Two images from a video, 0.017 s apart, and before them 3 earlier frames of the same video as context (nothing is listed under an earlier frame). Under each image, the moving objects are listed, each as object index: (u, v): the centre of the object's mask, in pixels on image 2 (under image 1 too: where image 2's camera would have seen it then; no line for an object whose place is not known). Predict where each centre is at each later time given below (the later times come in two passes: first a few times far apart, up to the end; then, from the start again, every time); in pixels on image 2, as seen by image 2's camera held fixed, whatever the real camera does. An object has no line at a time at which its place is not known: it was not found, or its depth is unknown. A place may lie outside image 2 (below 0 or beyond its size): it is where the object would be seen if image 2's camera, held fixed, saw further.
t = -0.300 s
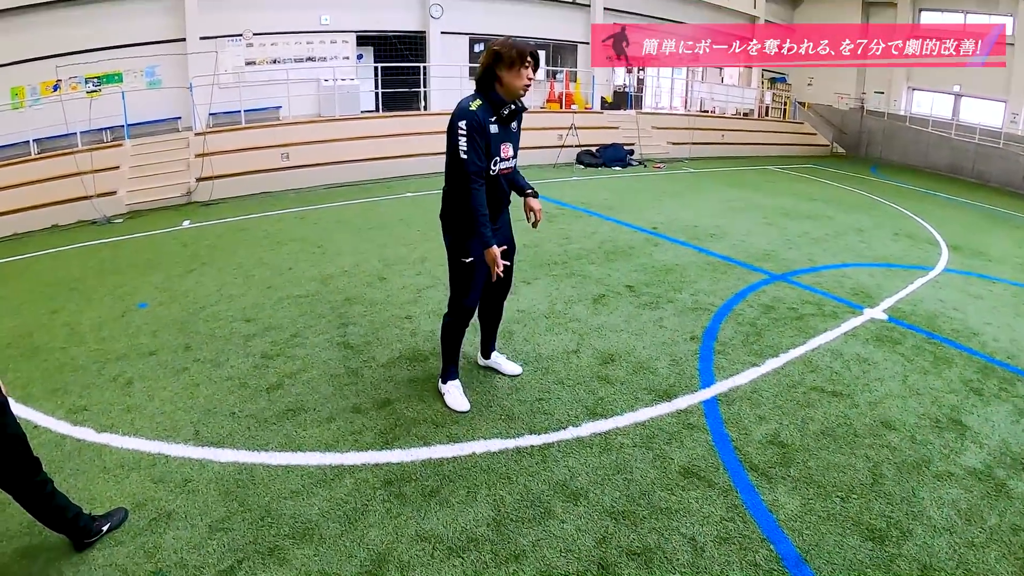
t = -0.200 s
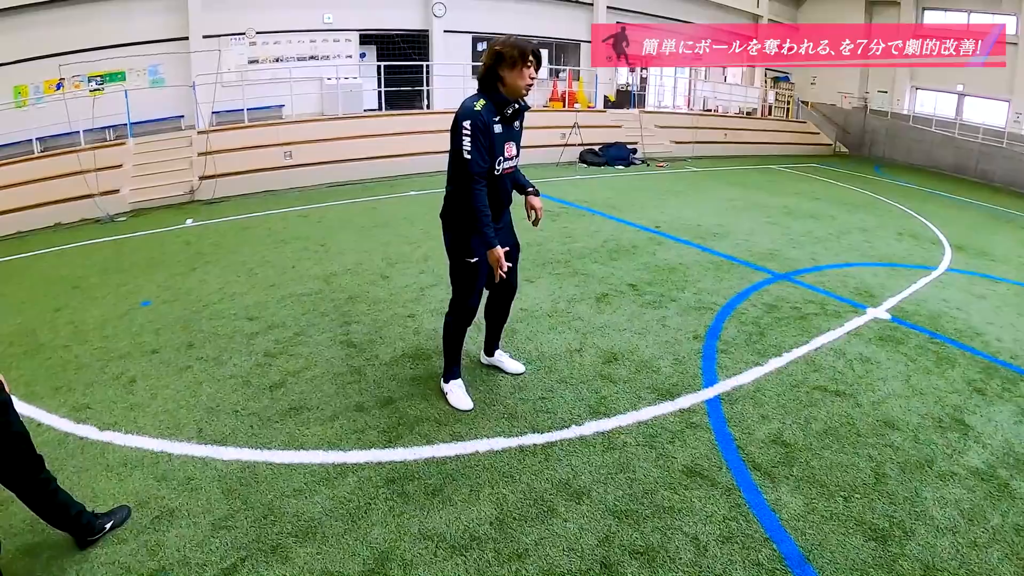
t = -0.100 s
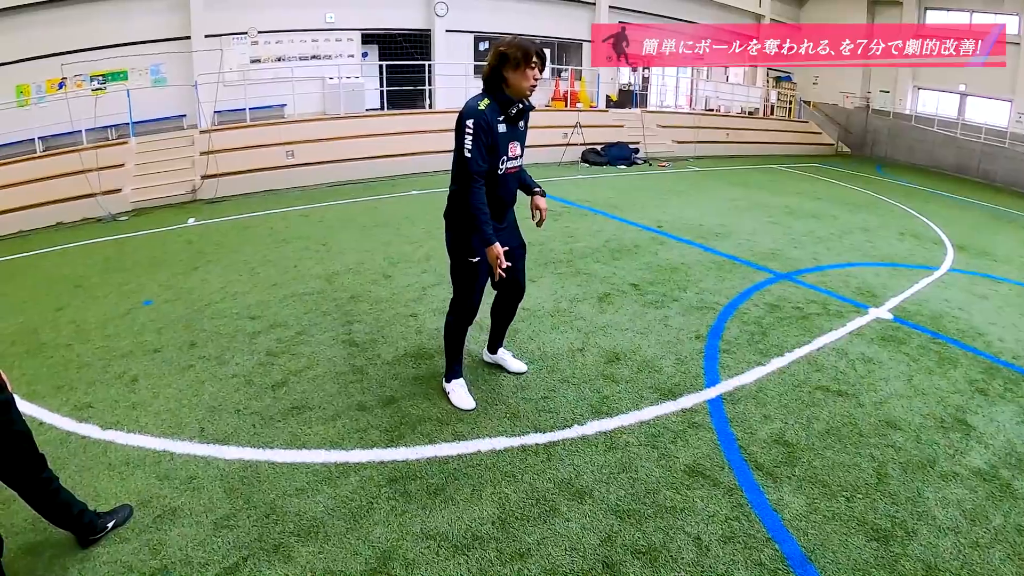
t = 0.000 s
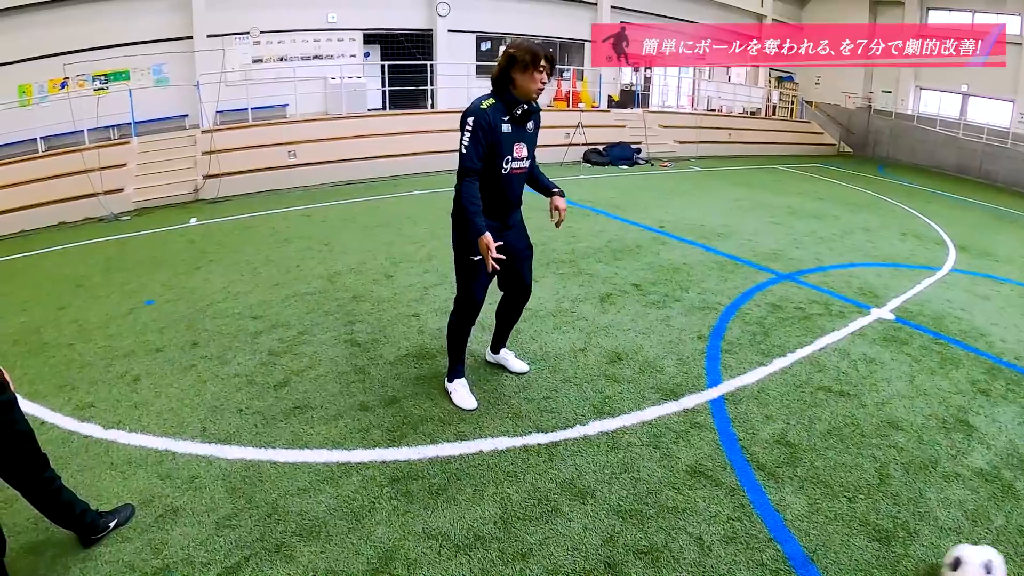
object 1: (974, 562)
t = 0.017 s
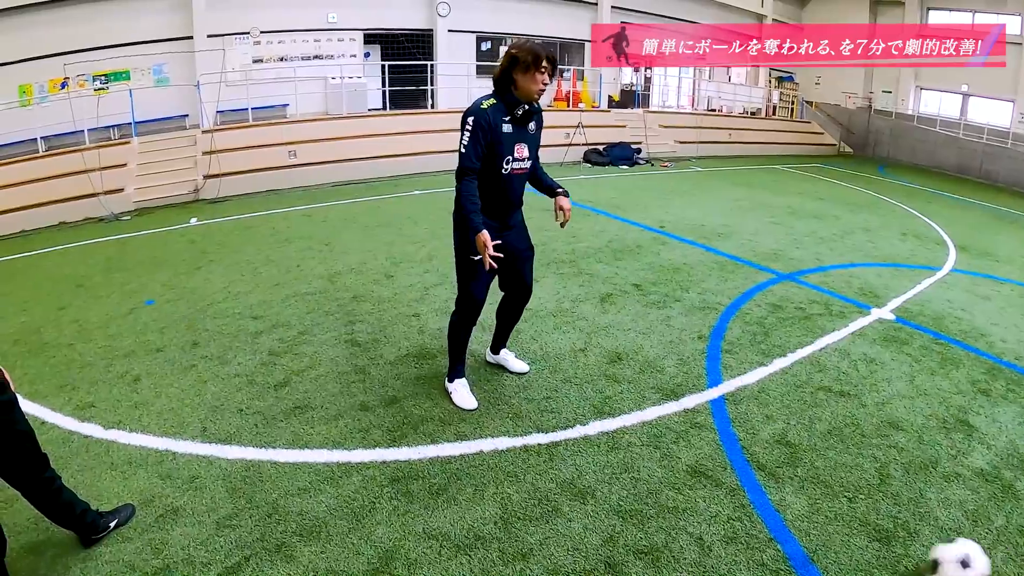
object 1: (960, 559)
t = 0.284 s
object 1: (720, 501)
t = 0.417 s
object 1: (621, 467)
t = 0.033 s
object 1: (942, 557)
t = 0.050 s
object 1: (927, 554)
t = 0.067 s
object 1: (910, 552)
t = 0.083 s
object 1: (893, 550)
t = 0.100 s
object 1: (877, 548)
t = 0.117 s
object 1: (863, 543)
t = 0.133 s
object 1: (847, 539)
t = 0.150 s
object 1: (832, 535)
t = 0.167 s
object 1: (817, 530)
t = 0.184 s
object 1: (803, 525)
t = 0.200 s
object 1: (789, 521)
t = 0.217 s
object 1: (775, 518)
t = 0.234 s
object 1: (760, 513)
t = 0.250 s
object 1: (746, 509)
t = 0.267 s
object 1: (732, 505)
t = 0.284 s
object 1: (720, 501)
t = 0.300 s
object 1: (707, 497)
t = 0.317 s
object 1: (694, 493)
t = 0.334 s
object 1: (682, 488)
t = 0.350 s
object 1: (669, 483)
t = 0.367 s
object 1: (656, 478)
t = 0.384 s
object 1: (645, 474)
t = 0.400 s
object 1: (633, 471)
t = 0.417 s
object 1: (621, 467)
